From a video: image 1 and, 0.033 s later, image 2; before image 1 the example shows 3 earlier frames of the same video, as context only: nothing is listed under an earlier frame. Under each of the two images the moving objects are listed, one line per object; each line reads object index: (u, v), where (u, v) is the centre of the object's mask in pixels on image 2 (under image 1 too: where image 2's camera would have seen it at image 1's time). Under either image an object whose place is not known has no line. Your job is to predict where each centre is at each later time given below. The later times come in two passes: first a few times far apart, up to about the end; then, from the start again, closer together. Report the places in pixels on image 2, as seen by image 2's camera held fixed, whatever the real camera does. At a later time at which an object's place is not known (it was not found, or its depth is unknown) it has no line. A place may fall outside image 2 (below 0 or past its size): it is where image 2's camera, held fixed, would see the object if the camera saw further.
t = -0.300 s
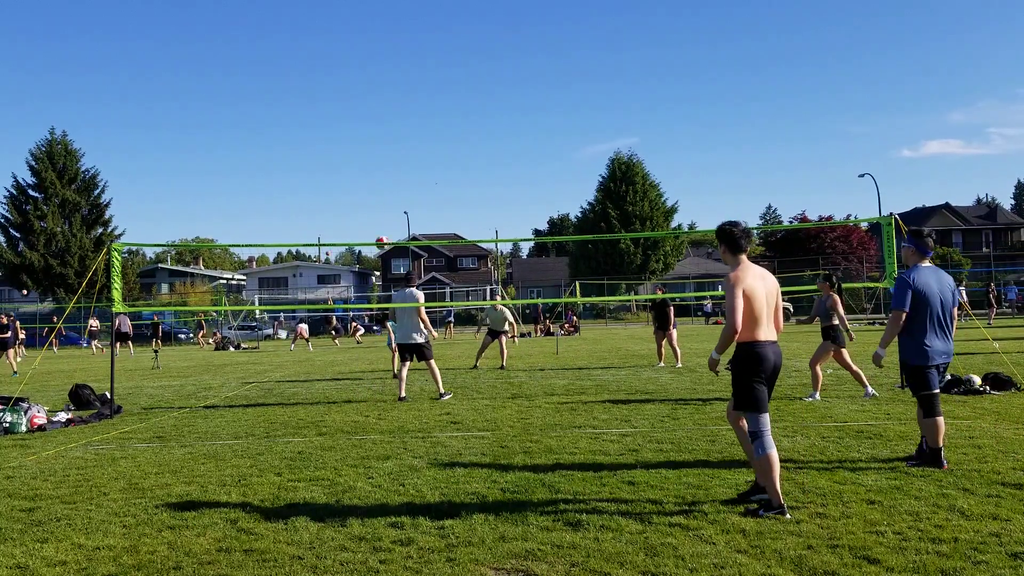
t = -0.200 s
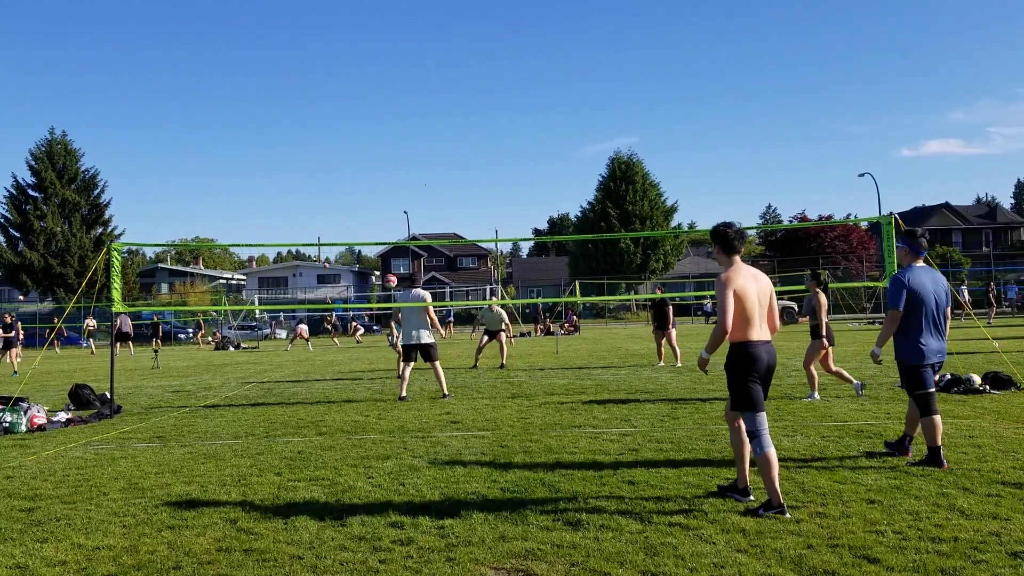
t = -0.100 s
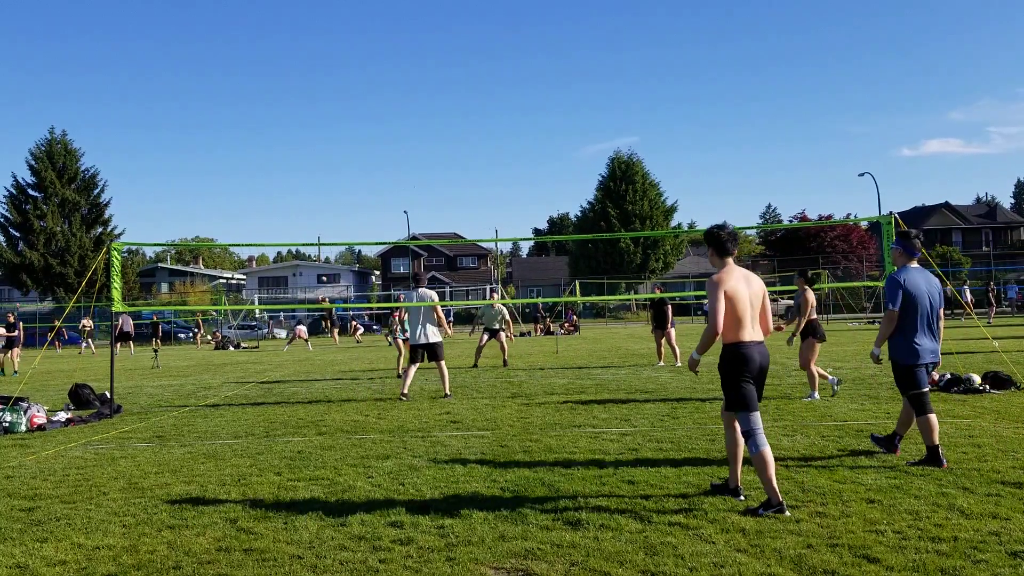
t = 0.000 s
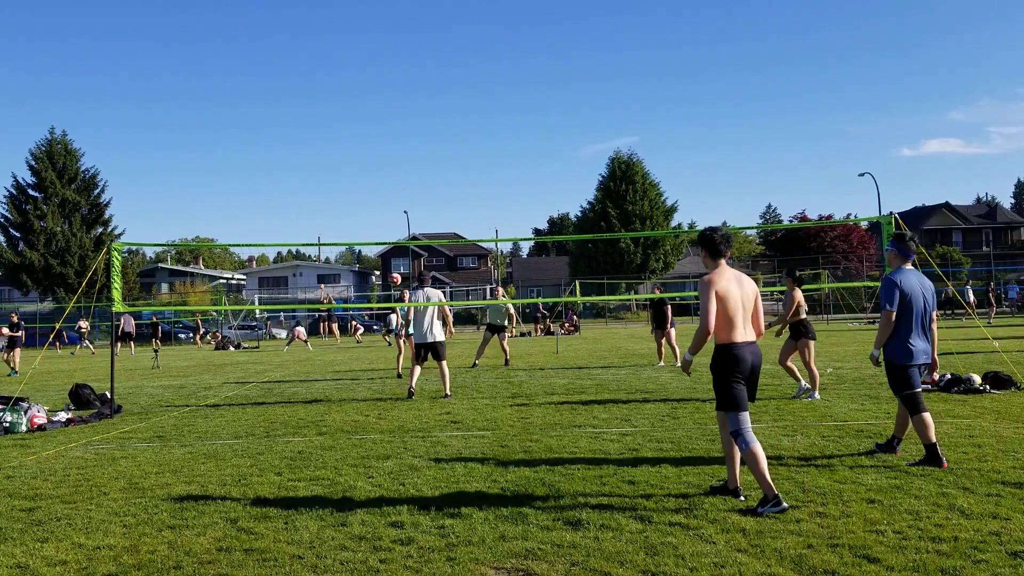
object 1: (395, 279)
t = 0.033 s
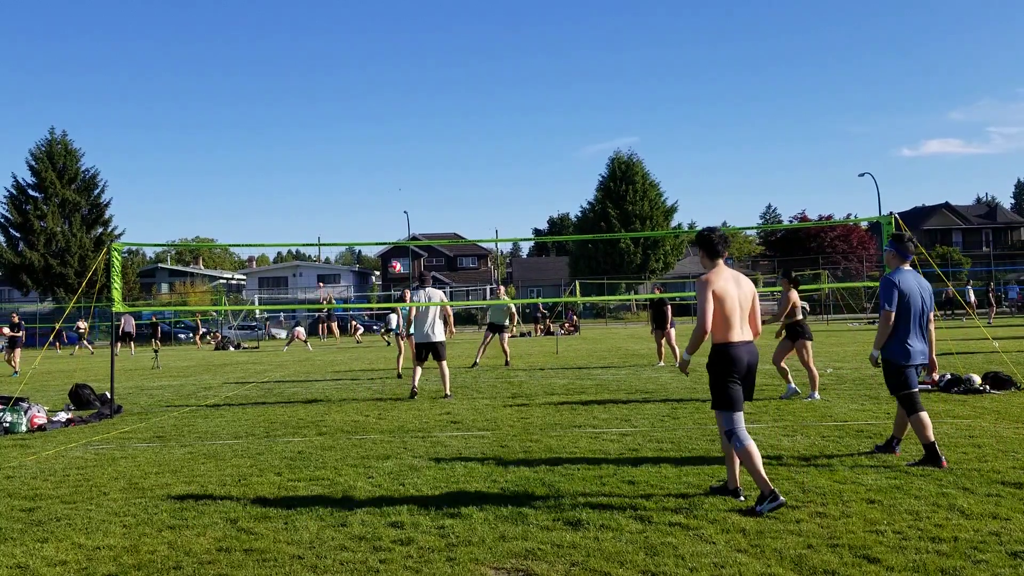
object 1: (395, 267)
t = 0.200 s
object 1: (391, 214)
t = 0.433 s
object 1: (388, 162)
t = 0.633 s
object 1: (386, 141)
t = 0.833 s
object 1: (384, 143)
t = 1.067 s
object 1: (383, 179)
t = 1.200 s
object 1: (382, 217)
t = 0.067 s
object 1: (394, 256)
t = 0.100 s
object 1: (394, 244)
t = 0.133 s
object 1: (393, 234)
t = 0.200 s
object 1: (391, 214)
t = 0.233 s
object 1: (391, 205)
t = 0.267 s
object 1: (390, 196)
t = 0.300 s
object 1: (390, 188)
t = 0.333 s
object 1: (389, 181)
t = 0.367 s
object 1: (389, 174)
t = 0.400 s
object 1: (388, 168)
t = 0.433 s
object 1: (388, 162)
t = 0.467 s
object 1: (388, 157)
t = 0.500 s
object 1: (387, 152)
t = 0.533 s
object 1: (387, 149)
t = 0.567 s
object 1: (387, 146)
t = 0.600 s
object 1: (386, 143)
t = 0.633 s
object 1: (386, 141)
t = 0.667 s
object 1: (386, 140)
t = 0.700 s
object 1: (385, 139)
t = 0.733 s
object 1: (385, 139)
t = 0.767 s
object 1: (385, 140)
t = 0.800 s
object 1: (384, 141)
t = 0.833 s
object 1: (384, 143)
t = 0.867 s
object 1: (384, 146)
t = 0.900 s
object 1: (384, 150)
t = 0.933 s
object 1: (383, 154)
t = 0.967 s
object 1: (383, 159)
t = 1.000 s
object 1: (383, 165)
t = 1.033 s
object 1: (383, 172)
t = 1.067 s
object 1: (383, 179)
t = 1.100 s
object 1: (382, 187)
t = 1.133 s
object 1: (382, 197)
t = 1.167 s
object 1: (382, 207)
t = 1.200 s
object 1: (382, 217)
